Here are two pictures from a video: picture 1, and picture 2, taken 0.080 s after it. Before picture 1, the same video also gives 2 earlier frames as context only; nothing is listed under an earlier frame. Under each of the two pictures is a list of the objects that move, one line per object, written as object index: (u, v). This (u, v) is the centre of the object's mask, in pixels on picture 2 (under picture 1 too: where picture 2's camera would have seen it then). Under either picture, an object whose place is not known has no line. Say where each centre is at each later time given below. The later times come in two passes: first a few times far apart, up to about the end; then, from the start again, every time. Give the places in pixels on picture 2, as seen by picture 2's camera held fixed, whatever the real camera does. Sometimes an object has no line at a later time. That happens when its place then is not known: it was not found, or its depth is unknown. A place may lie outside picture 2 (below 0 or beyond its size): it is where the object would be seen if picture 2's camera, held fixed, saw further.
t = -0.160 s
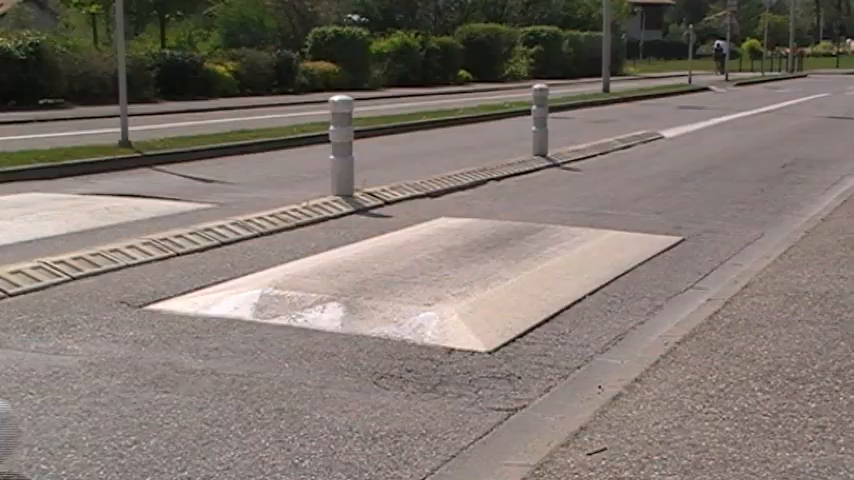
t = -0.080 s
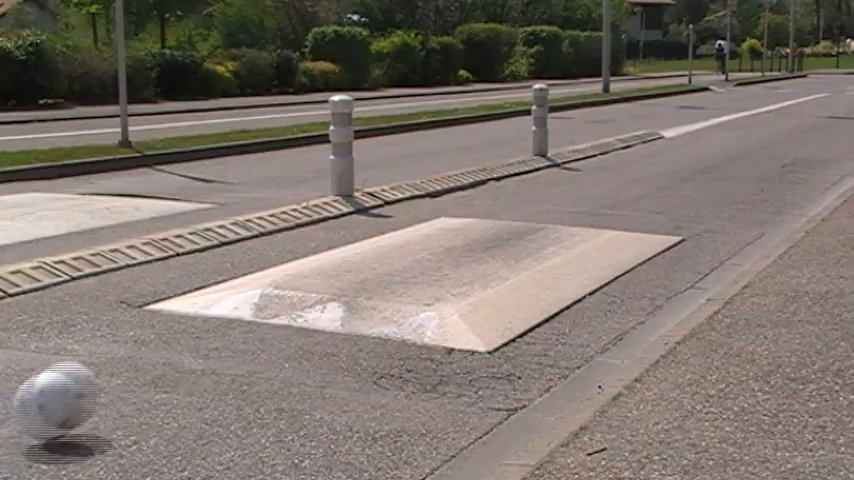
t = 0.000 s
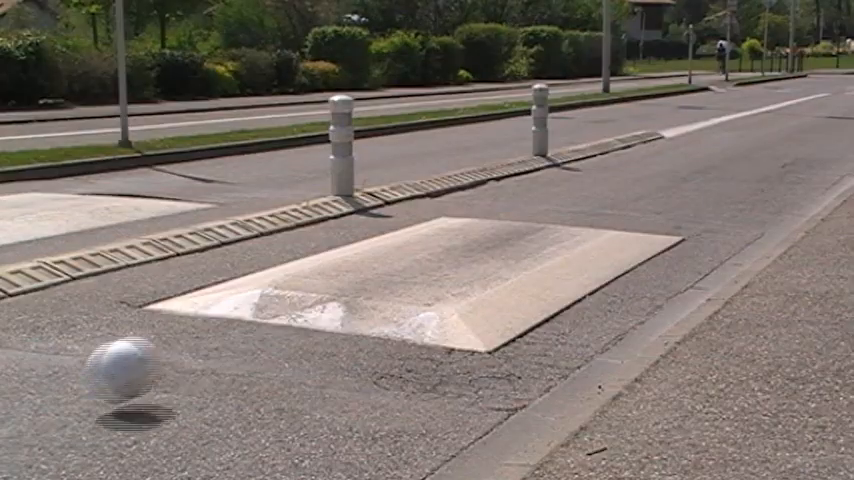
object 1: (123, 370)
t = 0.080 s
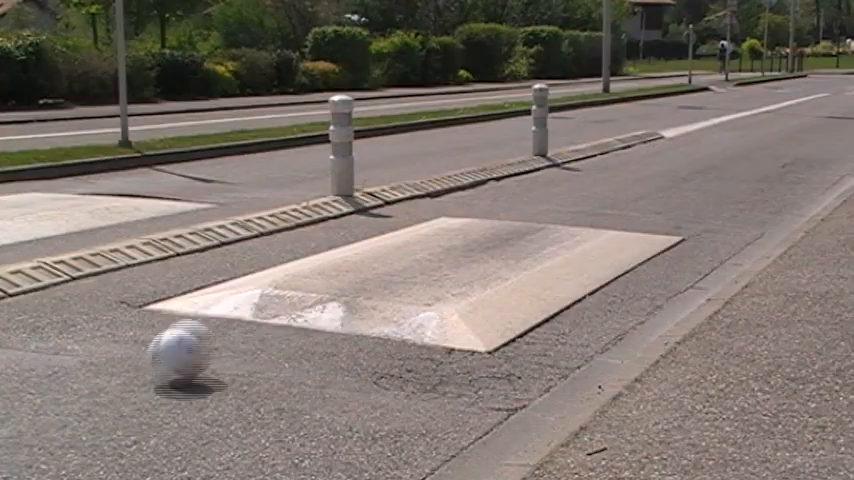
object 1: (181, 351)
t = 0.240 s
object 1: (271, 309)
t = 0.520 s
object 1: (398, 235)
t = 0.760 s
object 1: (465, 214)
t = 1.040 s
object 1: (524, 199)
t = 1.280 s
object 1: (565, 186)
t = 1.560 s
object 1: (601, 178)
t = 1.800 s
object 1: (628, 177)
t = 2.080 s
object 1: (655, 168)
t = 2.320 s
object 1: (675, 161)
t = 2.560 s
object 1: (693, 154)
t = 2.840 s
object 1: (712, 148)
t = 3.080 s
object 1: (727, 144)
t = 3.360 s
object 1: (742, 139)
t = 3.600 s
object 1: (755, 136)
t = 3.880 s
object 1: (770, 131)
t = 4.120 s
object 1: (781, 129)
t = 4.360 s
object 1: (793, 127)
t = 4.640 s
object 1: (807, 124)
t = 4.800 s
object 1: (815, 123)
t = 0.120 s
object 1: (206, 336)
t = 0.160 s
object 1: (231, 322)
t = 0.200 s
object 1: (251, 313)
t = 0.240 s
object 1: (271, 309)
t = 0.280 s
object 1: (289, 302)
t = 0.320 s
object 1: (329, 282)
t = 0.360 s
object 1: (343, 271)
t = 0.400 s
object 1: (359, 256)
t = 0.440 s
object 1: (373, 245)
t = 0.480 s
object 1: (386, 239)
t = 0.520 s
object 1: (398, 235)
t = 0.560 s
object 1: (411, 235)
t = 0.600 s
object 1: (422, 237)
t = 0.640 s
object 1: (434, 236)
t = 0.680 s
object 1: (445, 227)
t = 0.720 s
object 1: (454, 219)
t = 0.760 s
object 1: (465, 214)
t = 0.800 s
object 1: (474, 213)
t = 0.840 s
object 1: (484, 213)
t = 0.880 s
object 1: (492, 216)
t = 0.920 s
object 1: (500, 210)
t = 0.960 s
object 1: (509, 203)
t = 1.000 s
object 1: (517, 200)
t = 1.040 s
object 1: (524, 199)
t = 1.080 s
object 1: (531, 200)
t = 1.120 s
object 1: (539, 204)
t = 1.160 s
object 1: (546, 204)
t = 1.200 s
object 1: (552, 196)
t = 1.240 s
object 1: (558, 190)
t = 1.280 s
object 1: (565, 186)
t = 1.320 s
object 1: (570, 184)
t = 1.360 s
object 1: (576, 185)
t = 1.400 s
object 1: (581, 187)
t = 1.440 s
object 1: (586, 192)
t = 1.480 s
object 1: (592, 191)
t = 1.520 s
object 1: (596, 184)
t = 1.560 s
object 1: (601, 178)
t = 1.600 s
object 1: (606, 174)
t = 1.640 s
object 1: (611, 173)
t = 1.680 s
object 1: (615, 173)
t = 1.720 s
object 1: (620, 175)
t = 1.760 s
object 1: (624, 178)
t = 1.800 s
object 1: (628, 177)
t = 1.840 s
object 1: (633, 171)
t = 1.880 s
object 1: (637, 167)
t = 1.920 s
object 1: (641, 165)
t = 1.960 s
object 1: (644, 165)
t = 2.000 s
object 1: (649, 167)
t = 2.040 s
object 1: (652, 169)
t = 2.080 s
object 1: (655, 168)
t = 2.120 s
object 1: (659, 163)
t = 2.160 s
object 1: (662, 161)
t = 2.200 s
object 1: (665, 159)
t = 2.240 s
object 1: (668, 160)
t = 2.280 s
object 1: (671, 162)
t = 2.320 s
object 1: (675, 161)
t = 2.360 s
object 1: (678, 158)
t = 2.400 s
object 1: (681, 156)
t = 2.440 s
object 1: (684, 155)
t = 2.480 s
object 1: (687, 157)
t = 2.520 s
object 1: (690, 156)
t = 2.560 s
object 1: (693, 154)
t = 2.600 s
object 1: (696, 152)
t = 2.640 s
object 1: (699, 153)
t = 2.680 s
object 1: (702, 153)
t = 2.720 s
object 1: (704, 150)
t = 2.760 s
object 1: (707, 150)
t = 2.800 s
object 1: (709, 150)
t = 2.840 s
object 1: (712, 148)
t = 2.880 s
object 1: (714, 148)
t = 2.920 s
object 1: (717, 147)
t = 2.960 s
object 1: (720, 146)
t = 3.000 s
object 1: (722, 145)
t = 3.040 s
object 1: (725, 145)
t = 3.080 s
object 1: (727, 144)
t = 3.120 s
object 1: (729, 144)
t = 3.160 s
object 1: (731, 143)
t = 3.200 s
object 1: (733, 142)
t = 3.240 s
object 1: (736, 141)
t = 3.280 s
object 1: (738, 140)
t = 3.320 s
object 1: (740, 140)
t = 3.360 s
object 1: (742, 139)
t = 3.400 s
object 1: (744, 139)
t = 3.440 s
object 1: (747, 138)
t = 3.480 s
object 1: (749, 138)
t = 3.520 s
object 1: (751, 137)
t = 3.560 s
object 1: (753, 136)
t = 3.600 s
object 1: (755, 136)
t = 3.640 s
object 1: (757, 135)
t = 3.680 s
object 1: (759, 135)
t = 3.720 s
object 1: (762, 134)
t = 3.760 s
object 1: (764, 133)
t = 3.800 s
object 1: (765, 133)
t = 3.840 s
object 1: (768, 132)
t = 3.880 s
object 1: (770, 131)
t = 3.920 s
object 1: (771, 132)
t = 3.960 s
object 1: (774, 131)
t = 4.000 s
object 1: (775, 130)
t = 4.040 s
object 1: (777, 130)
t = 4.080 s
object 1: (780, 130)
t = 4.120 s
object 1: (781, 129)
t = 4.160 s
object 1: (783, 129)
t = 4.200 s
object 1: (785, 129)
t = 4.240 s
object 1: (787, 128)
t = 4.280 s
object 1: (789, 128)
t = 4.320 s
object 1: (791, 127)
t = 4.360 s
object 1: (793, 127)
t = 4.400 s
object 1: (795, 127)
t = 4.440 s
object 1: (797, 126)
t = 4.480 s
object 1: (799, 126)
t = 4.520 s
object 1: (800, 125)
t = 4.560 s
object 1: (803, 125)
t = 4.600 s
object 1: (805, 125)
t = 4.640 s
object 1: (807, 124)
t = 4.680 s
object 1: (809, 124)
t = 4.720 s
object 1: (811, 124)
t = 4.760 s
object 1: (813, 124)
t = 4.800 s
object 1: (815, 123)
